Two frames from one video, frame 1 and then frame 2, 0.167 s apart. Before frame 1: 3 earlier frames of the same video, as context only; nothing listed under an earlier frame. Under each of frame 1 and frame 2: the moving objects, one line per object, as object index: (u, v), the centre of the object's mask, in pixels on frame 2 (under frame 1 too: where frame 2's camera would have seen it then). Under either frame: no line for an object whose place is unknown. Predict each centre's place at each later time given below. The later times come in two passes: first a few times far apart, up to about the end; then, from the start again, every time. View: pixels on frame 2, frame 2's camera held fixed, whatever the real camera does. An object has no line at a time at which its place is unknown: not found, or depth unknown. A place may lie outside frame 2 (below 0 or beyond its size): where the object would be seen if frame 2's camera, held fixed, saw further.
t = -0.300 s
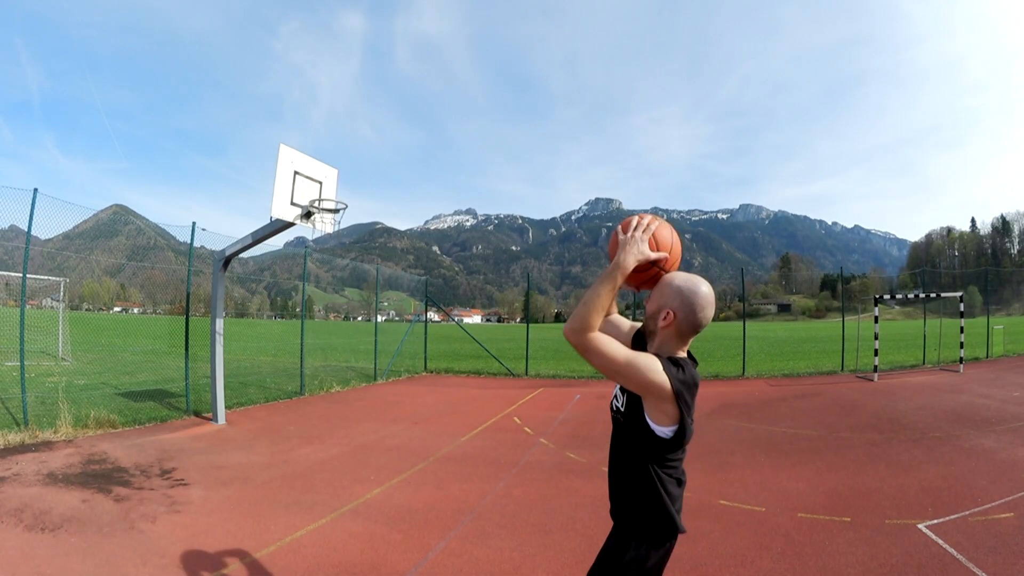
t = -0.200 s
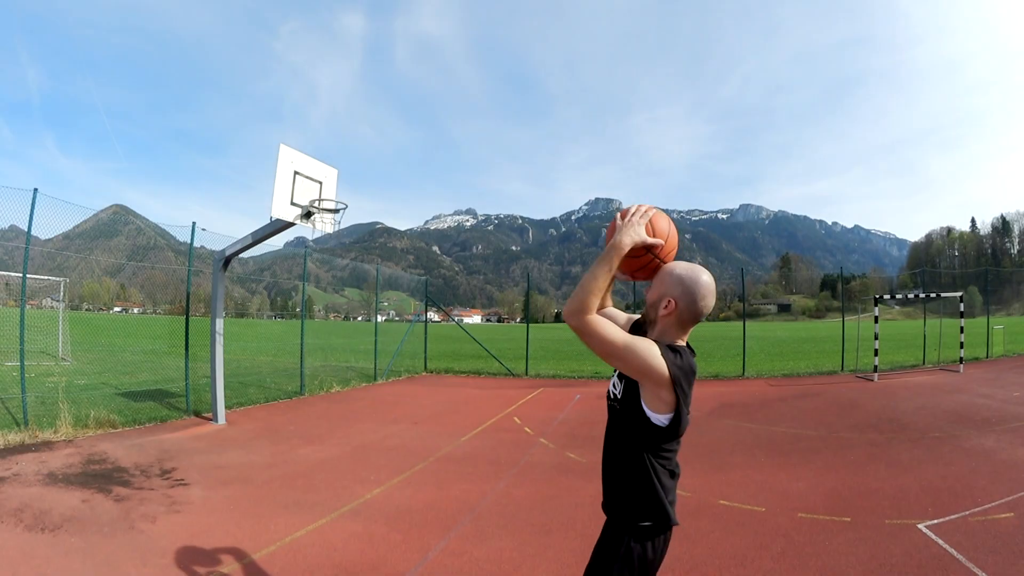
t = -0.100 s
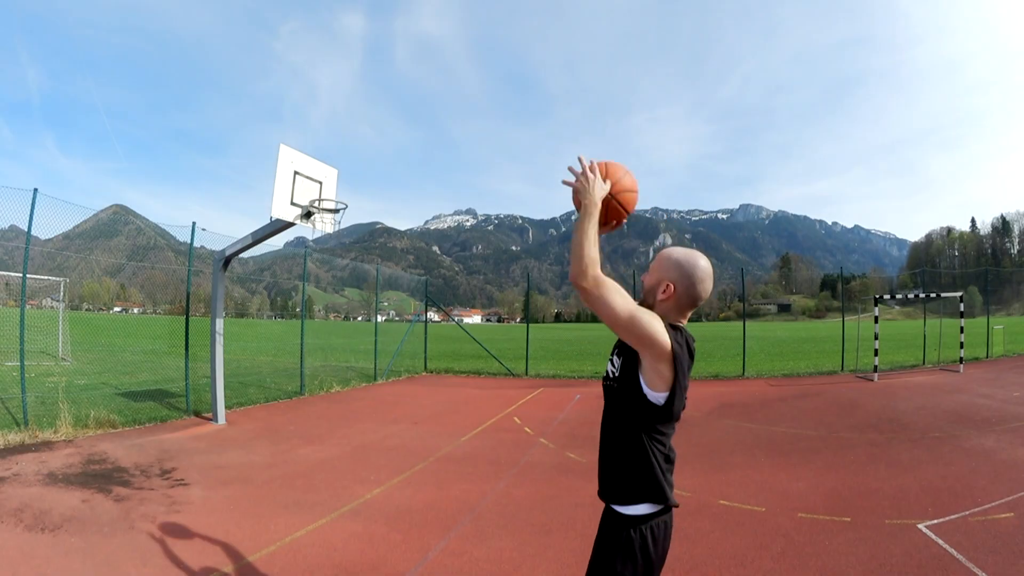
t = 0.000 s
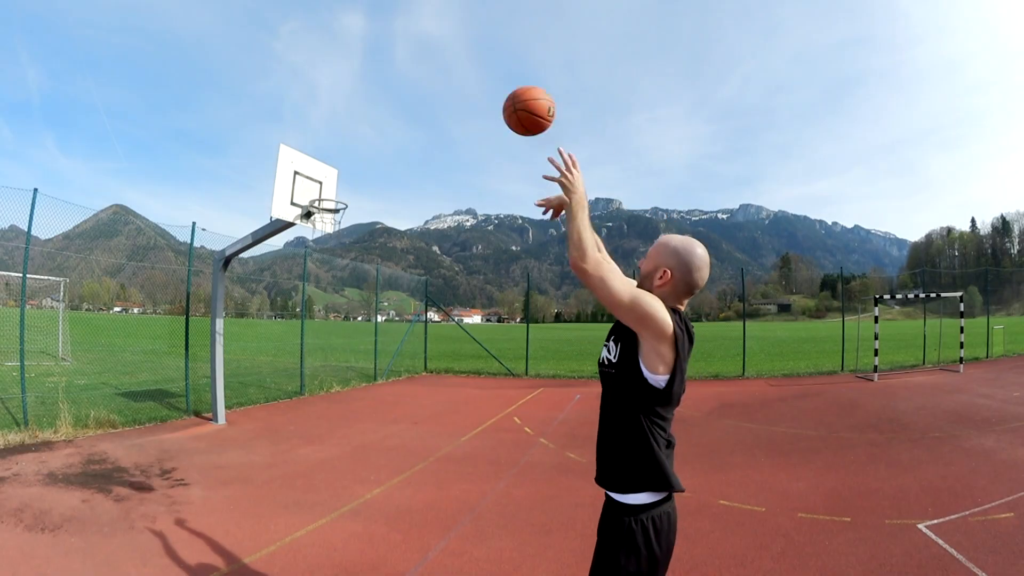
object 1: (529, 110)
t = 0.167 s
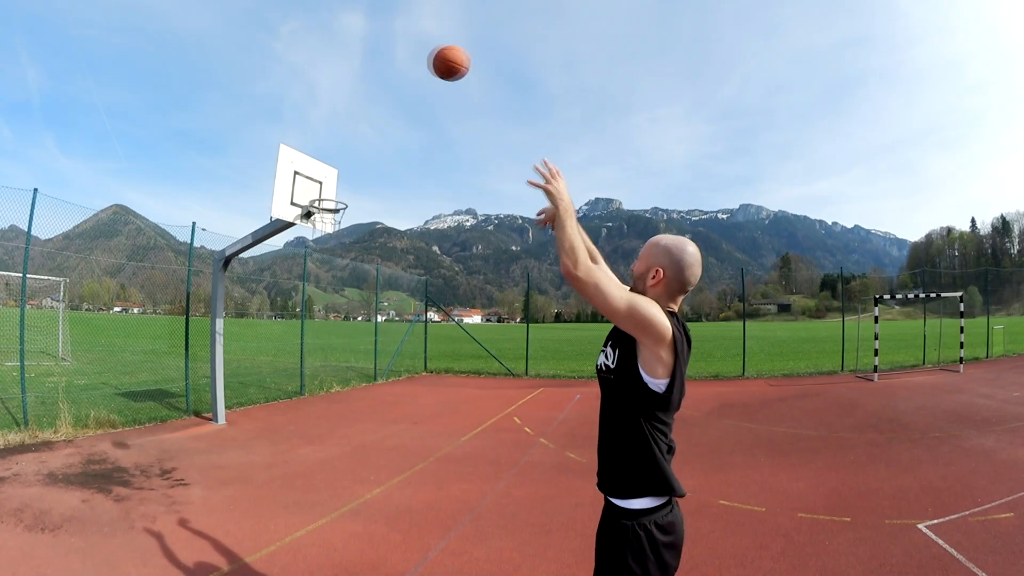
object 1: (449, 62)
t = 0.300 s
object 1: (411, 62)
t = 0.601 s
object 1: (355, 113)
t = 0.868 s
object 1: (321, 195)
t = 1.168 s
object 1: (338, 154)
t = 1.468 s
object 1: (329, 147)
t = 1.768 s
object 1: (311, 222)
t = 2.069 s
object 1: (293, 430)
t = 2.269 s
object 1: (292, 416)
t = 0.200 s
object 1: (438, 60)
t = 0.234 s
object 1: (429, 60)
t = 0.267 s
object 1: (419, 60)
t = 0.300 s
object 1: (411, 62)
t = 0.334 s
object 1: (403, 65)
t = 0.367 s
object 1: (396, 69)
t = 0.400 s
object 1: (389, 73)
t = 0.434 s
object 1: (383, 78)
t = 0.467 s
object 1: (376, 84)
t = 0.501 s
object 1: (371, 90)
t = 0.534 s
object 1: (365, 98)
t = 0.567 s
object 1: (360, 106)
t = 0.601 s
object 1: (355, 113)
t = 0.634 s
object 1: (349, 123)
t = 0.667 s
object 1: (345, 132)
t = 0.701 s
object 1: (341, 141)
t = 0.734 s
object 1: (336, 152)
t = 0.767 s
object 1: (331, 163)
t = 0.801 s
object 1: (328, 173)
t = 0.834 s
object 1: (324, 184)
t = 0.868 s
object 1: (321, 195)
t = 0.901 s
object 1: (325, 201)
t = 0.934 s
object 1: (340, 200)
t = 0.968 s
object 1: (341, 194)
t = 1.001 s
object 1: (339, 186)
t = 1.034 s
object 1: (339, 177)
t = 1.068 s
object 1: (339, 170)
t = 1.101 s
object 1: (339, 164)
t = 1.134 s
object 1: (338, 158)
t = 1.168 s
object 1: (338, 154)
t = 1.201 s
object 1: (337, 150)
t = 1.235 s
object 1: (337, 146)
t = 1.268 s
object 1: (336, 144)
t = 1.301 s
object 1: (335, 142)
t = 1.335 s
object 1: (334, 142)
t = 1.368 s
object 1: (333, 142)
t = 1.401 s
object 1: (332, 142)
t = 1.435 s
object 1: (330, 144)
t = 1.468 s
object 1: (329, 147)
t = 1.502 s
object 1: (328, 151)
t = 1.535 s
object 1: (326, 156)
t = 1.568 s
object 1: (324, 161)
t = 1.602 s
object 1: (322, 169)
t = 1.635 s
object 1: (320, 178)
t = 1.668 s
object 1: (317, 186)
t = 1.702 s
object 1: (315, 198)
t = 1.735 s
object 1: (313, 213)
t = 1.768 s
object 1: (311, 222)
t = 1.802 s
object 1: (308, 242)
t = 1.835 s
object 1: (306, 263)
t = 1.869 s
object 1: (304, 275)
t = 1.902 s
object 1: (301, 300)
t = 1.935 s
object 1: (298, 328)
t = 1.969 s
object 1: (297, 345)
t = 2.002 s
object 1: (295, 377)
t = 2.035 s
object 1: (294, 411)
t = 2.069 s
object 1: (293, 430)
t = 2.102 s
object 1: (294, 467)
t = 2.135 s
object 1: (294, 491)
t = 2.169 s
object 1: (294, 482)
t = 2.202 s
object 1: (293, 456)
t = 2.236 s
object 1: (292, 430)
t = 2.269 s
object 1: (292, 416)
